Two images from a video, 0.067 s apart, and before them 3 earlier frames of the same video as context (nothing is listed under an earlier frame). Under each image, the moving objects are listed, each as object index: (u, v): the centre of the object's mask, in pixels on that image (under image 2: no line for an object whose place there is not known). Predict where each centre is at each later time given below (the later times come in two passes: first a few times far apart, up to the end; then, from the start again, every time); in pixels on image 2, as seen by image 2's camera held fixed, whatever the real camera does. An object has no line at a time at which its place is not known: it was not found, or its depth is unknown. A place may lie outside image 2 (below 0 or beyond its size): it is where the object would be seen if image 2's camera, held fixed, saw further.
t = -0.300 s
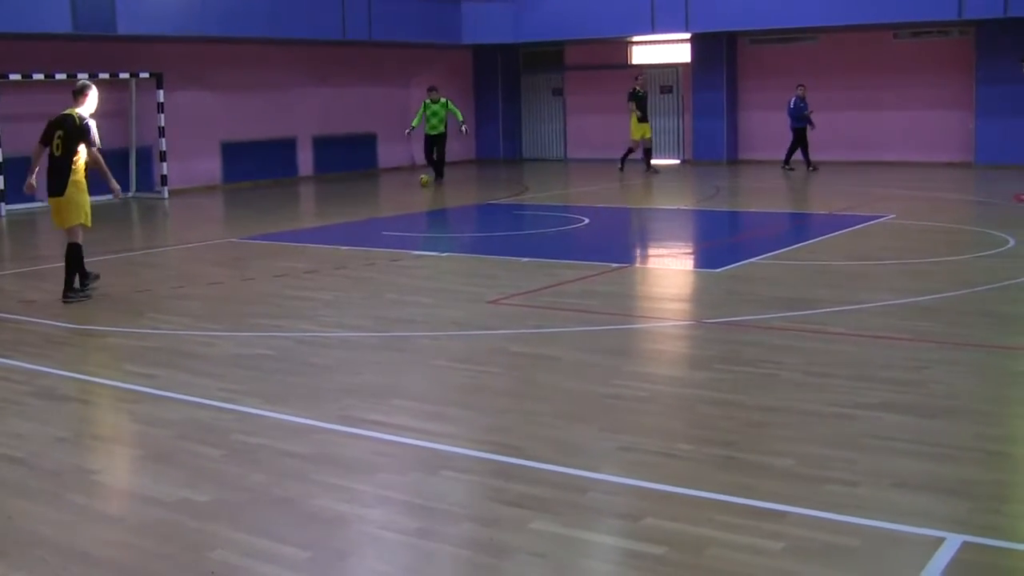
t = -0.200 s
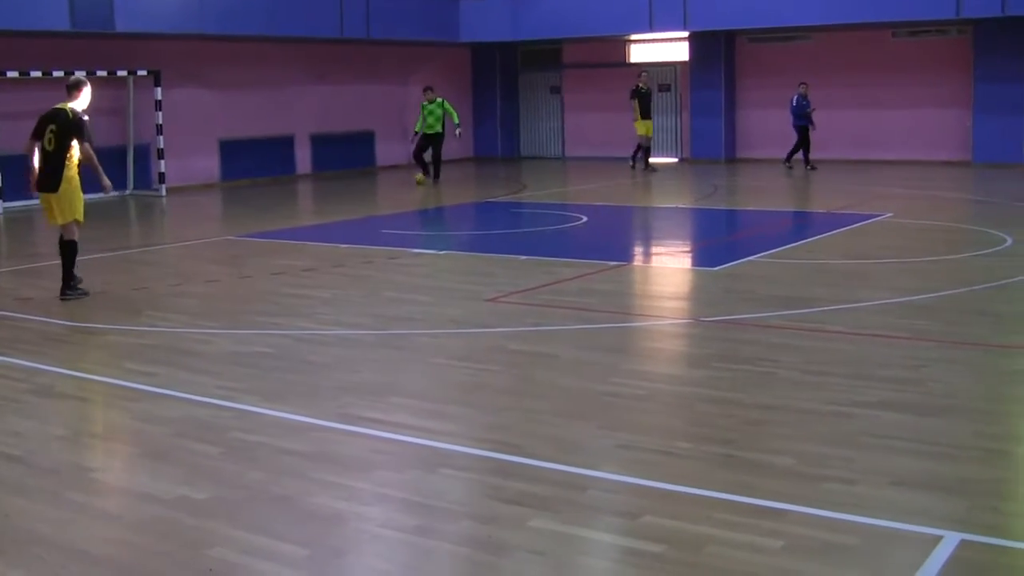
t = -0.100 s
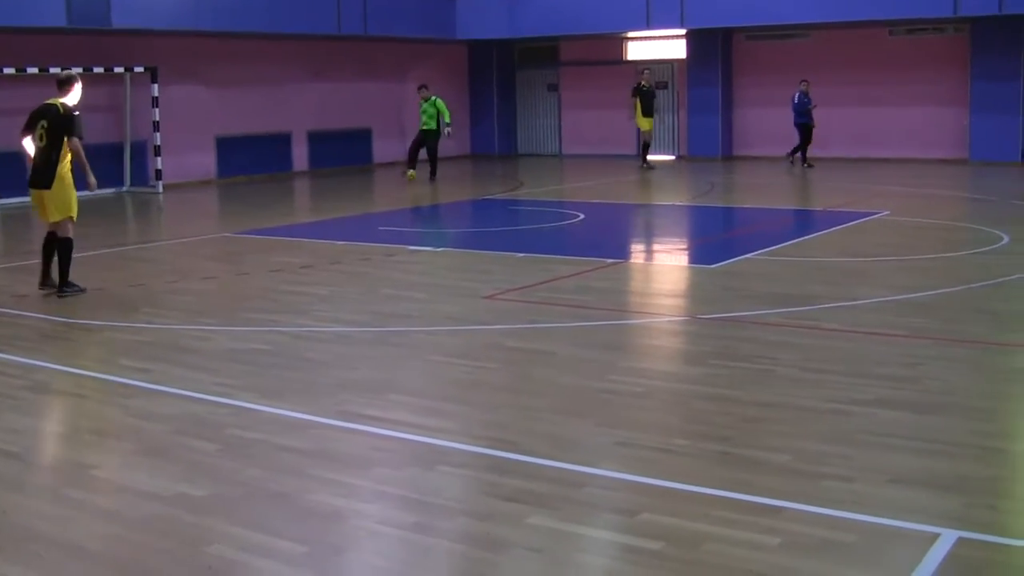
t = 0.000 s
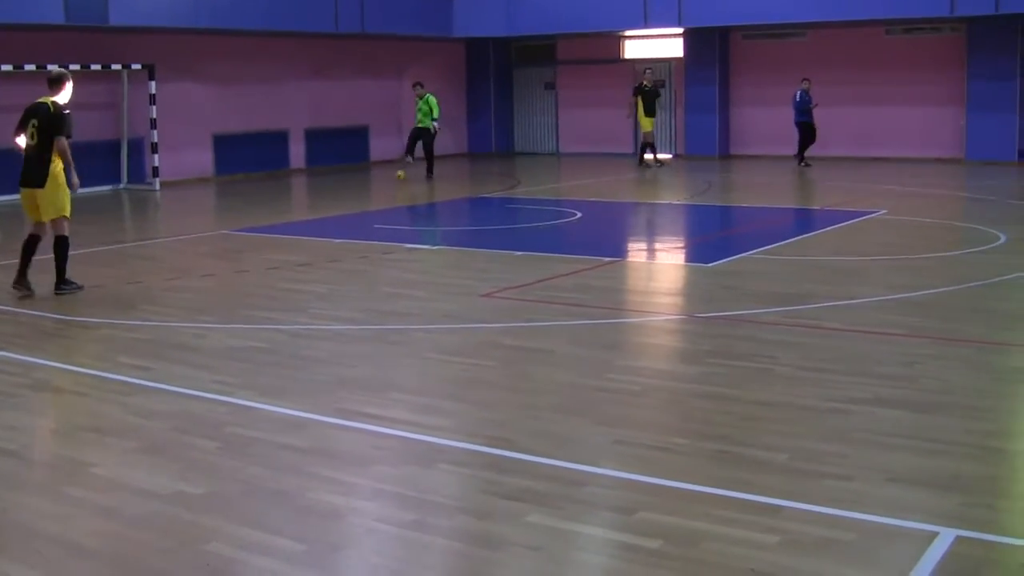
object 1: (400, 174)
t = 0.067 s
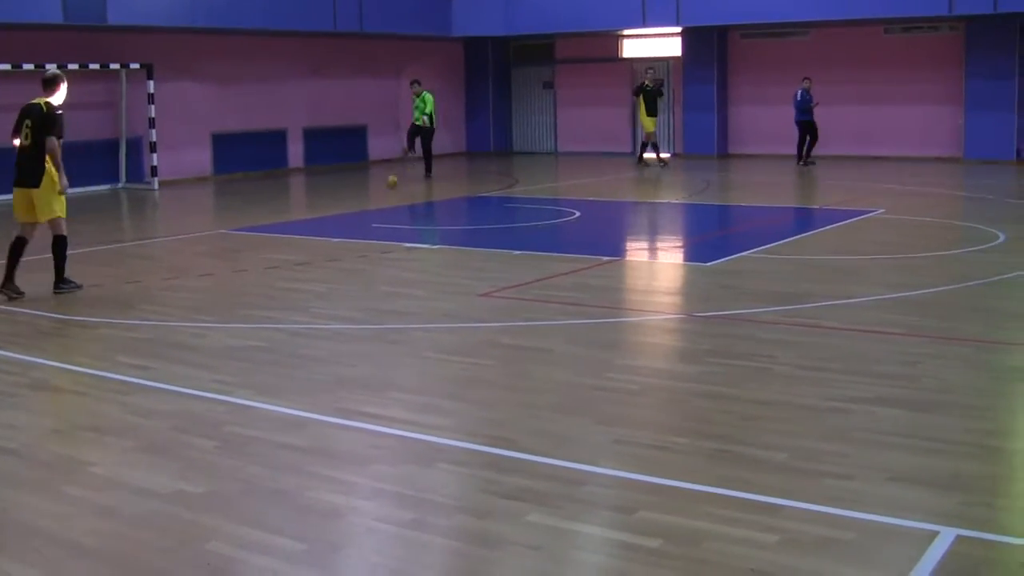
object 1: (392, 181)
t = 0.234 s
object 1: (378, 190)
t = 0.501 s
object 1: (355, 203)
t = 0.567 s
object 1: (348, 208)
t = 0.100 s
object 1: (389, 183)
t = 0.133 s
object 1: (386, 183)
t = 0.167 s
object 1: (384, 185)
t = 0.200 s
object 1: (380, 187)
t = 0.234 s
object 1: (378, 190)
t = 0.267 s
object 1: (375, 191)
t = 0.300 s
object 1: (372, 193)
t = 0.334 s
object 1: (370, 195)
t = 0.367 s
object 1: (367, 195)
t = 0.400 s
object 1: (364, 198)
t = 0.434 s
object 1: (362, 200)
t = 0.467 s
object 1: (359, 201)
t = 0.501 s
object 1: (355, 203)
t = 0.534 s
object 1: (353, 206)
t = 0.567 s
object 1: (348, 208)
